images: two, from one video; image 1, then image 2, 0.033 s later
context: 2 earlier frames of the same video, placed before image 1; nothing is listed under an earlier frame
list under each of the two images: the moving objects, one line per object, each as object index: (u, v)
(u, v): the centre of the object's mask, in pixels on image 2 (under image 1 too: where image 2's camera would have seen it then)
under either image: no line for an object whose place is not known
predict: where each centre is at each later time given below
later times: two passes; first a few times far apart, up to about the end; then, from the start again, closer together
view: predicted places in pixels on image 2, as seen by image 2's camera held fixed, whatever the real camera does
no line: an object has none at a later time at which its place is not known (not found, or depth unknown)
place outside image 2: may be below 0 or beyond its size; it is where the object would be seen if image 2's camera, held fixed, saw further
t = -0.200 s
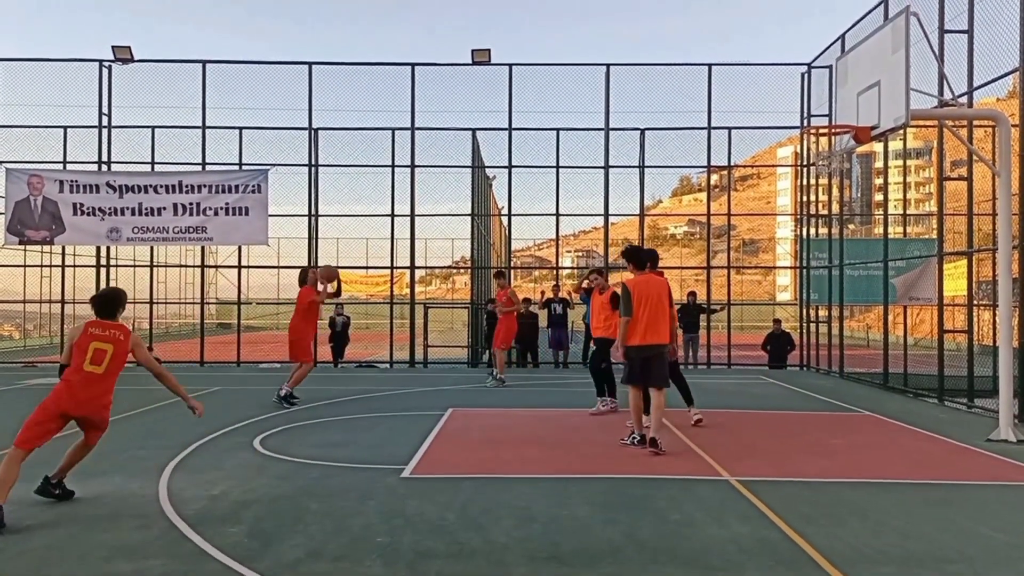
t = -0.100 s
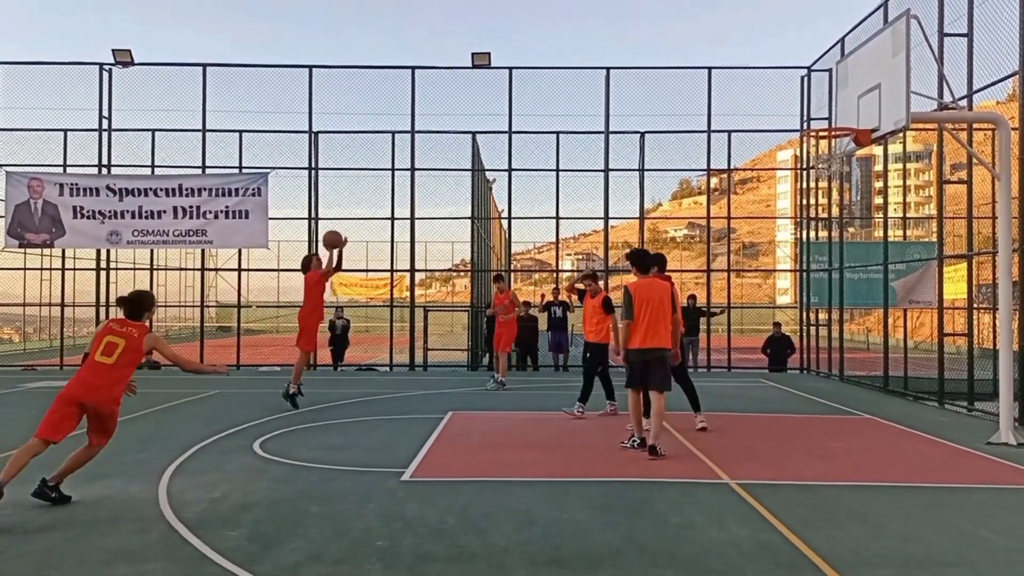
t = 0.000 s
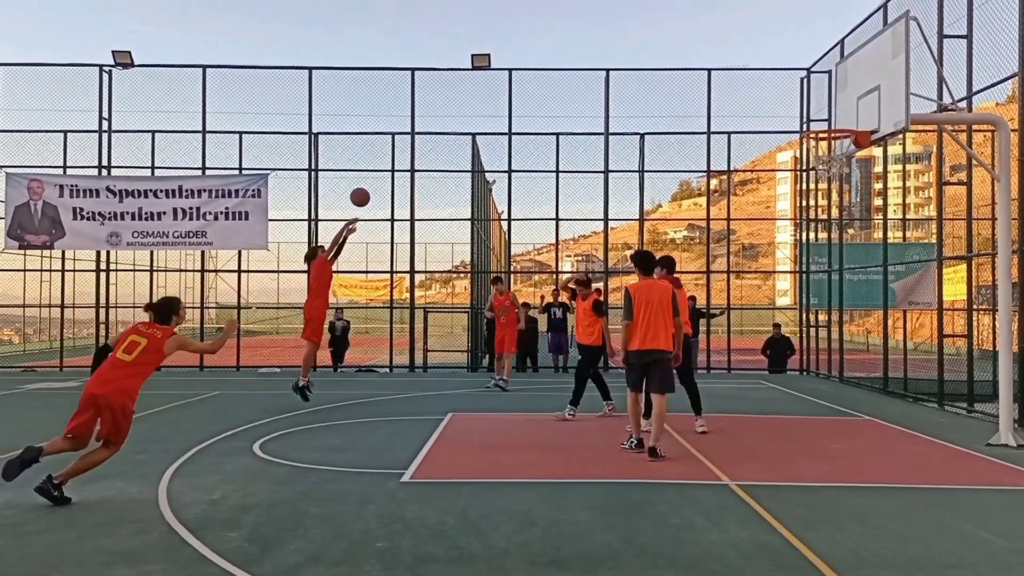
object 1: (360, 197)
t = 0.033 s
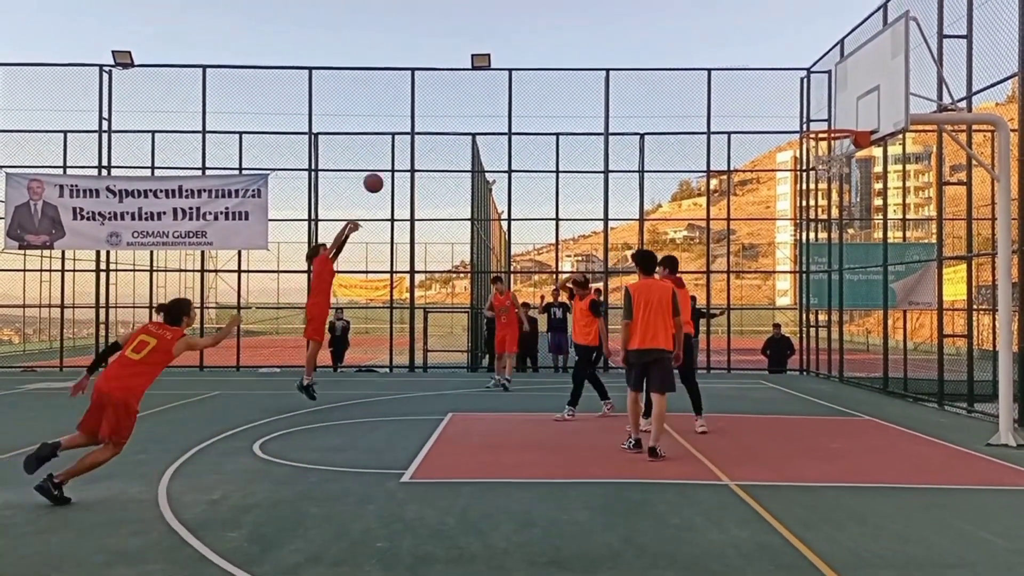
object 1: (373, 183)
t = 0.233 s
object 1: (457, 114)
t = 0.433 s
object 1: (547, 75)
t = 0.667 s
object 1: (663, 74)
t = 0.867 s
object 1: (772, 117)
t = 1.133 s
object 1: (841, 247)
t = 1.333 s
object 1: (885, 414)
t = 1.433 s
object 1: (890, 413)
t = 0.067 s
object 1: (387, 170)
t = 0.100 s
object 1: (401, 157)
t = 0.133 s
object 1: (414, 145)
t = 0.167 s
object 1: (429, 134)
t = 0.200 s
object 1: (443, 124)
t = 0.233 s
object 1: (457, 114)
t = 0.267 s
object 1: (472, 105)
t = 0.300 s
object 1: (487, 97)
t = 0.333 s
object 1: (501, 90)
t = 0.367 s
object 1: (517, 85)
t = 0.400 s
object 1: (531, 80)
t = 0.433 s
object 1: (547, 75)
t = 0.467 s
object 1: (563, 72)
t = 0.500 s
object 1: (579, 70)
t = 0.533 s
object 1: (595, 69)
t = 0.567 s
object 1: (612, 68)
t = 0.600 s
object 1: (629, 69)
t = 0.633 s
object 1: (646, 71)
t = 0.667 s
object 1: (663, 74)
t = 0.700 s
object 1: (680, 78)
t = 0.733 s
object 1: (698, 83)
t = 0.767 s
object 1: (716, 90)
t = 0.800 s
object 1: (734, 98)
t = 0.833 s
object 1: (753, 107)
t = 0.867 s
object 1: (772, 117)
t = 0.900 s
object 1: (790, 129)
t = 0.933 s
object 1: (805, 142)
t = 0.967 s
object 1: (810, 156)
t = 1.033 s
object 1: (822, 187)
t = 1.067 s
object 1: (828, 206)
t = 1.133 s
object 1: (841, 247)
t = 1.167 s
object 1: (847, 270)
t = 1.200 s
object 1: (854, 296)
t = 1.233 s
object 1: (861, 323)
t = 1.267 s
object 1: (869, 352)
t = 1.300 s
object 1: (877, 383)
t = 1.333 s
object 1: (885, 414)
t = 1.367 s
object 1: (893, 450)
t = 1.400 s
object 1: (892, 437)
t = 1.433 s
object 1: (890, 413)
